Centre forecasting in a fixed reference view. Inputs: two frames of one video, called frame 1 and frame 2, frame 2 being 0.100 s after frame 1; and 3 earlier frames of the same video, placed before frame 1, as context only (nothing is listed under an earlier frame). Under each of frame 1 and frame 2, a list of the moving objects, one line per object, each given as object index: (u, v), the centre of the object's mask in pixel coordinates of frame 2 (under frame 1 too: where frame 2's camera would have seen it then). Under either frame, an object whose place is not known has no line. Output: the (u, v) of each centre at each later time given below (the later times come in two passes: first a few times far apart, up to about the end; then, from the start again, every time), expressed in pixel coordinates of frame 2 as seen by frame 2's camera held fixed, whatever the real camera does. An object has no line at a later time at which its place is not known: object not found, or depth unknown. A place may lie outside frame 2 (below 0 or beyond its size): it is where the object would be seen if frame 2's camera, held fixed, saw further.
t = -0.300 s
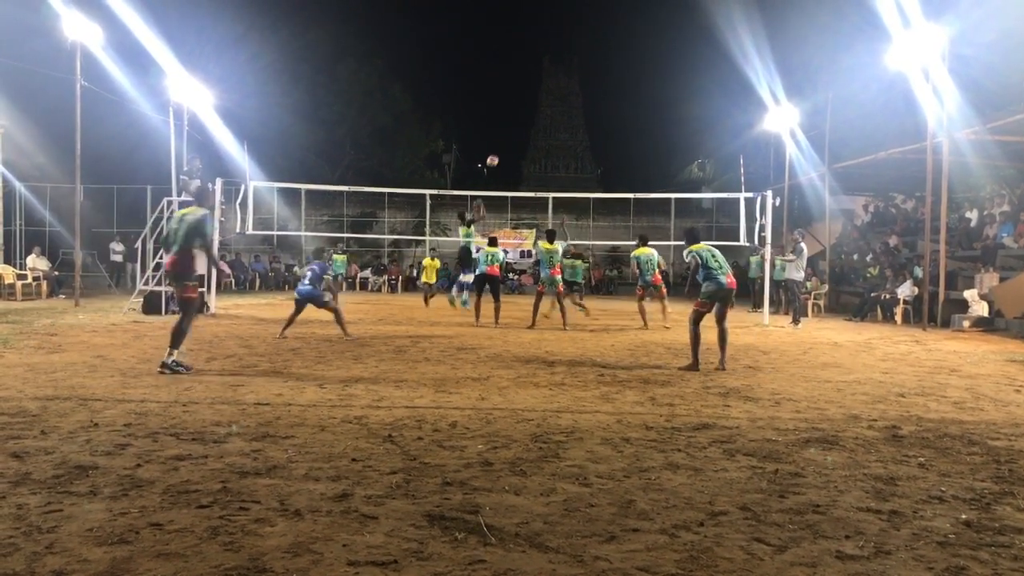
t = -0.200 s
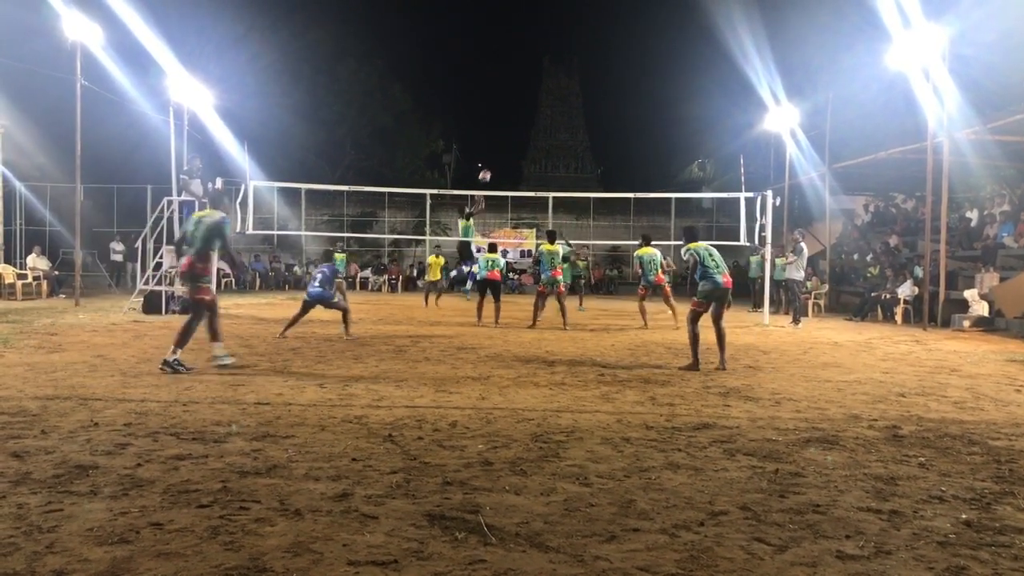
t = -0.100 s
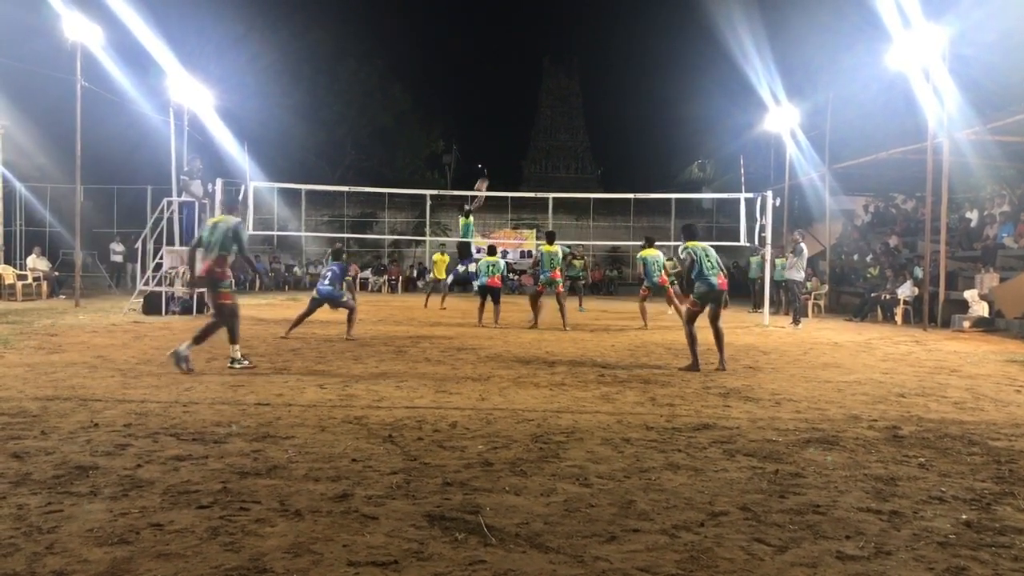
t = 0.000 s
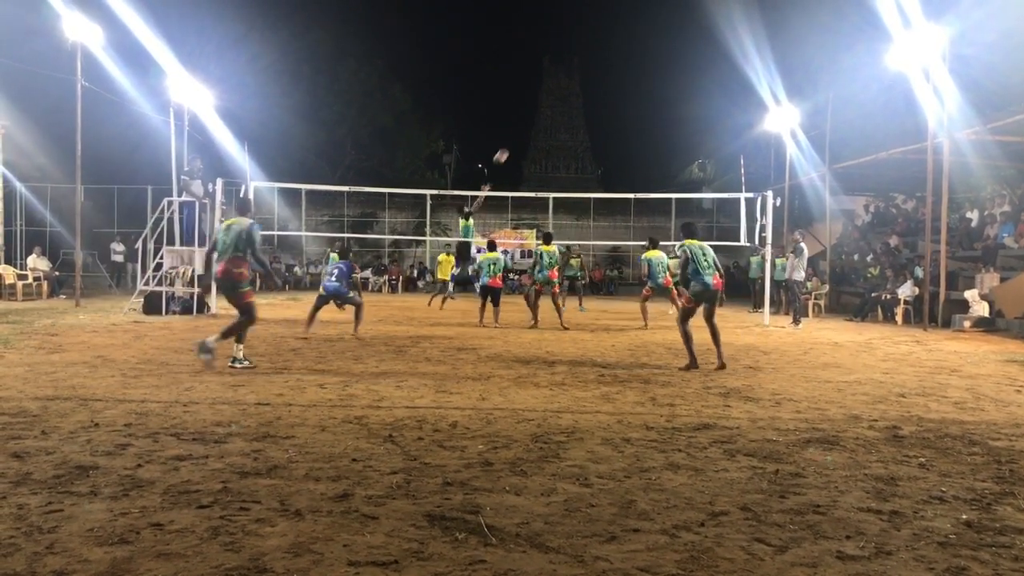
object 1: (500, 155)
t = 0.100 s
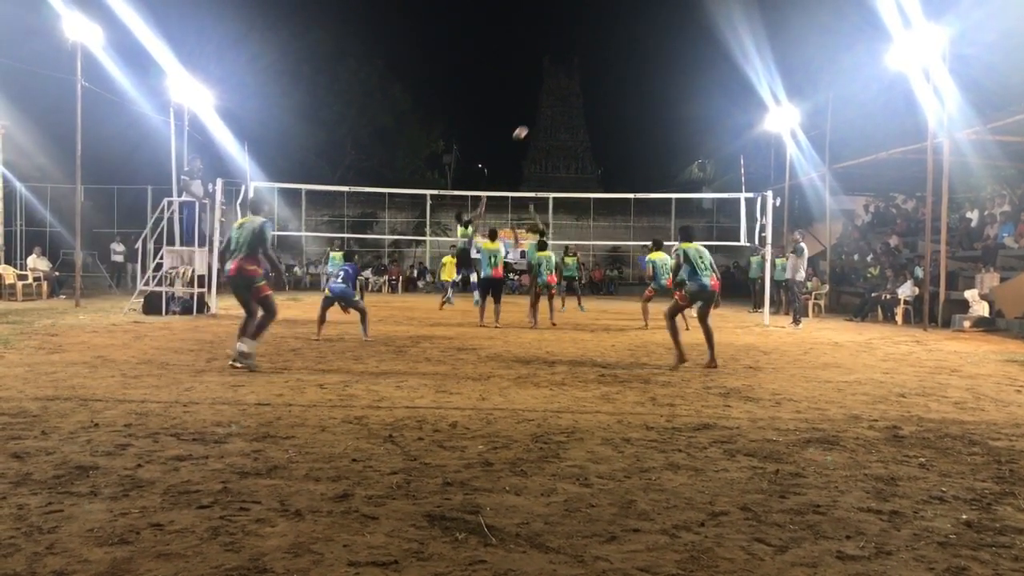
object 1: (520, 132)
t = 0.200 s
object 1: (539, 114)
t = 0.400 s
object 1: (576, 93)
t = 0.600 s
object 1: (611, 94)
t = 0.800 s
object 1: (645, 114)
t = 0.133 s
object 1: (526, 125)
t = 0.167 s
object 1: (532, 120)
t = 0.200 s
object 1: (539, 114)
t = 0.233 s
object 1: (545, 109)
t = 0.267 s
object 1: (551, 105)
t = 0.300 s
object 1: (558, 101)
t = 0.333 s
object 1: (564, 98)
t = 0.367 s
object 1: (570, 95)
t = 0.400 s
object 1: (576, 93)
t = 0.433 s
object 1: (582, 92)
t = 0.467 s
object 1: (588, 91)
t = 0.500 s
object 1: (593, 91)
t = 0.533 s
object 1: (599, 91)
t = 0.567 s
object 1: (605, 92)
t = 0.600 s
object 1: (611, 94)
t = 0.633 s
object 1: (617, 96)
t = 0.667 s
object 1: (622, 98)
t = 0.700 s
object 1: (628, 102)
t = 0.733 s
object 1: (634, 105)
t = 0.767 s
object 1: (639, 109)
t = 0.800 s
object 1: (645, 114)
